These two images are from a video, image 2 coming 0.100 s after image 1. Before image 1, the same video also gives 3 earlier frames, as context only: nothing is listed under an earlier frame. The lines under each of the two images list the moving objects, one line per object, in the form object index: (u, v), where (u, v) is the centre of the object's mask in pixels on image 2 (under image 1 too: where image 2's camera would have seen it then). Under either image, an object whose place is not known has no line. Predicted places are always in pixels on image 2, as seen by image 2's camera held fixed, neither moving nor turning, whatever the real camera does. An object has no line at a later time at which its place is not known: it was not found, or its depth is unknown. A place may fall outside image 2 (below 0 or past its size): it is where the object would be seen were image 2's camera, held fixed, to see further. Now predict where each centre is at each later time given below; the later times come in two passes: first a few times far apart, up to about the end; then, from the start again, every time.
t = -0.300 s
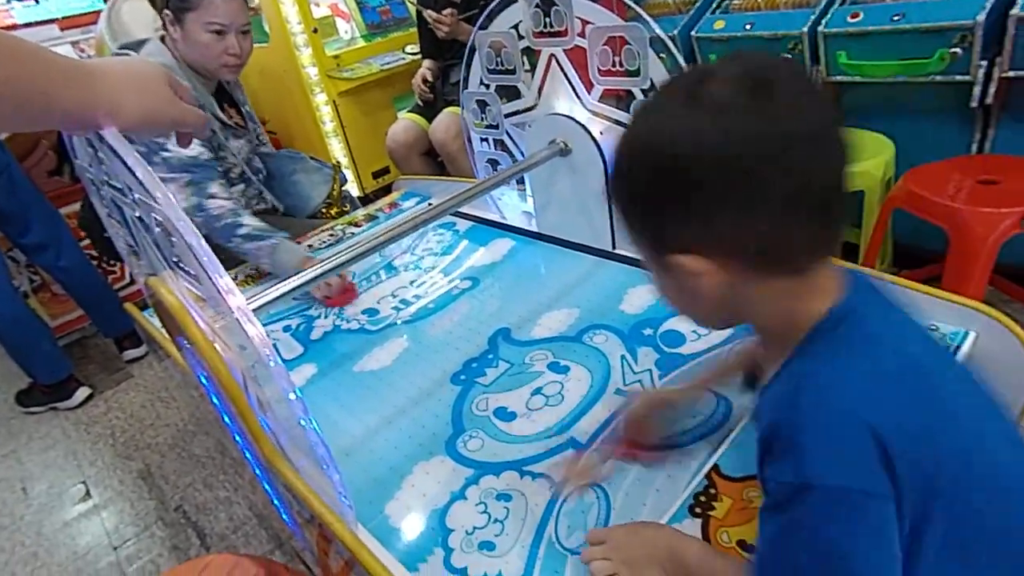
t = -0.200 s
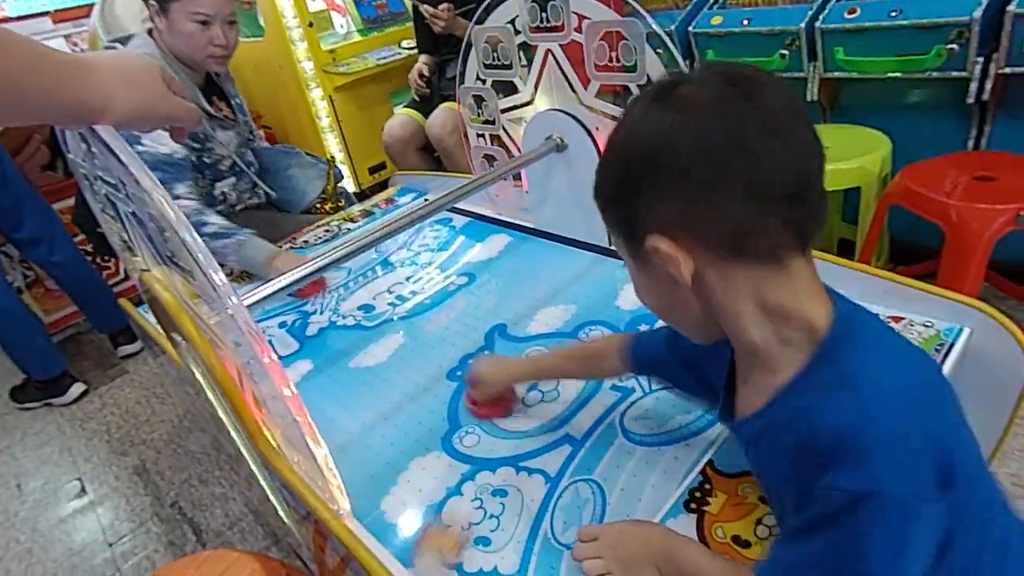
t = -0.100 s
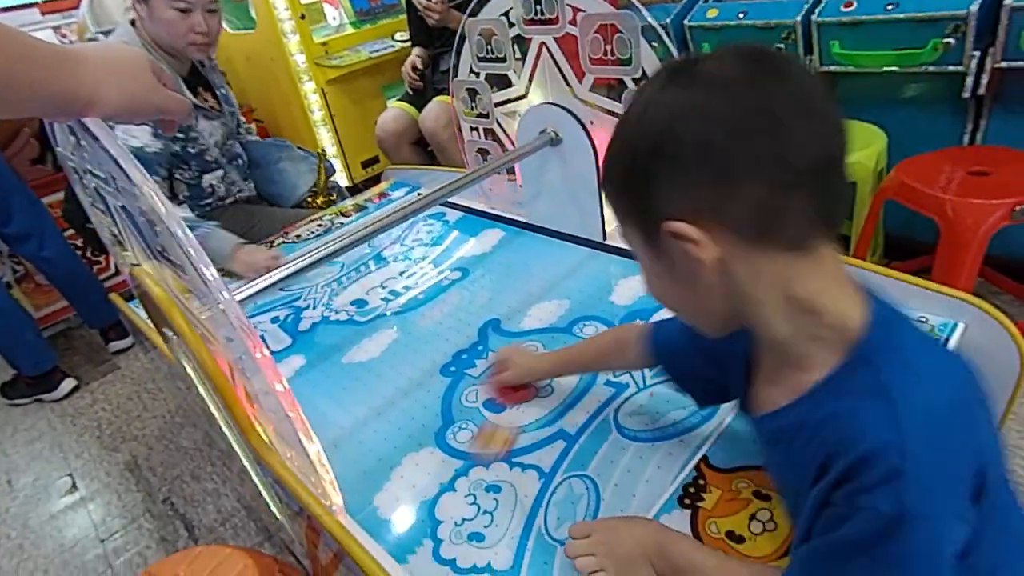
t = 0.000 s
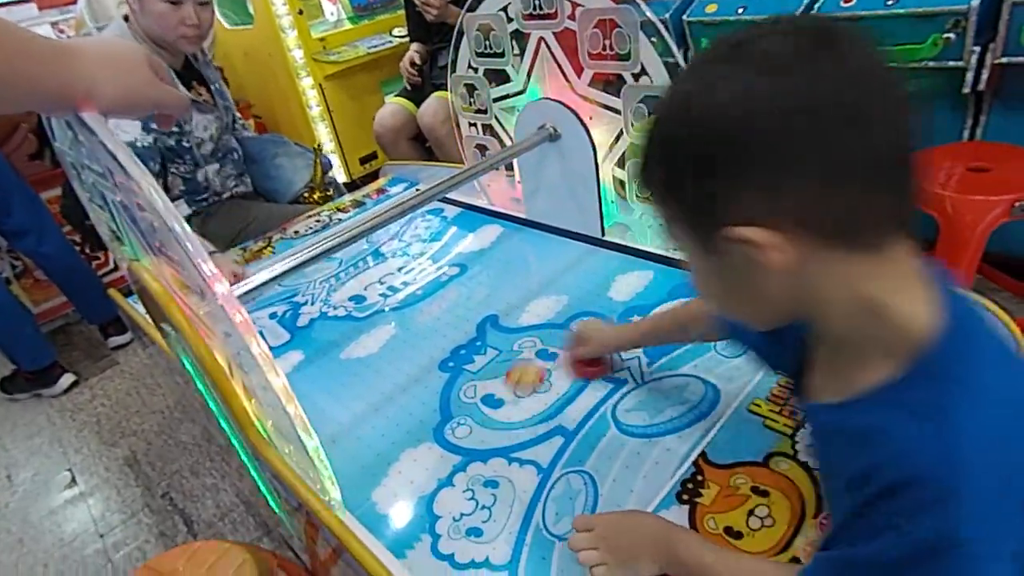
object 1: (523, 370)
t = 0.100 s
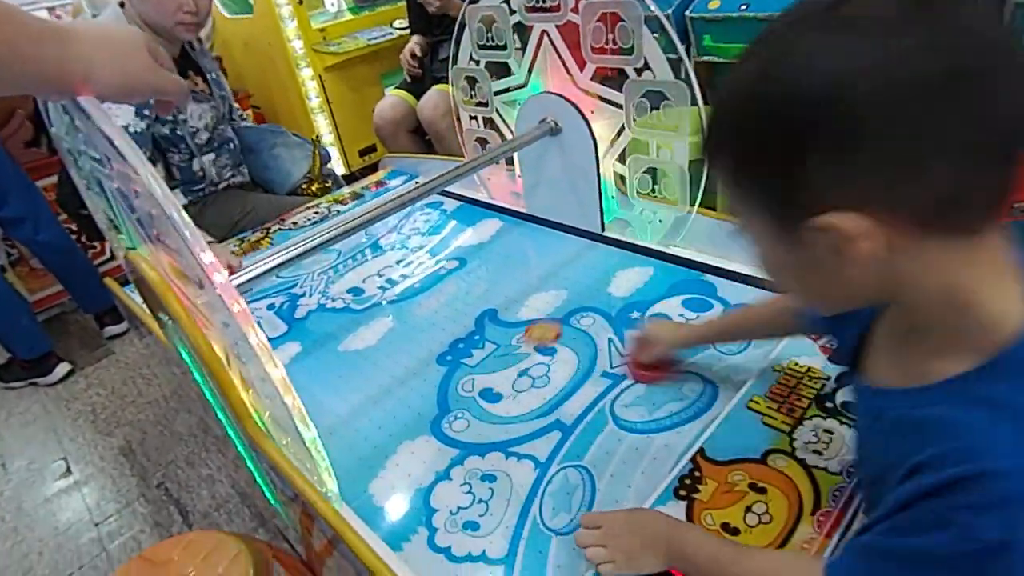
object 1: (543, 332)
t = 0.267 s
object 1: (569, 281)
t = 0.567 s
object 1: (543, 272)
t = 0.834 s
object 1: (467, 313)
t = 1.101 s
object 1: (383, 361)
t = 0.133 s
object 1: (548, 321)
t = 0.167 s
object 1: (554, 310)
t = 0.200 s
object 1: (559, 300)
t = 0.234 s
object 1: (564, 290)
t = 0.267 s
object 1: (569, 281)
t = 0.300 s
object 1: (573, 273)
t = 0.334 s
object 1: (577, 264)
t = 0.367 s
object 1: (581, 256)
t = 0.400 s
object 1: (584, 250)
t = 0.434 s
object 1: (576, 254)
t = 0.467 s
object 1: (568, 258)
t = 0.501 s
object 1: (560, 262)
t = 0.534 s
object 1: (551, 267)
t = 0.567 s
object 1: (543, 272)
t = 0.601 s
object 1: (534, 277)
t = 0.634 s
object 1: (525, 282)
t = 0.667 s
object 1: (515, 287)
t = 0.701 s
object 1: (506, 292)
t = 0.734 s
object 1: (496, 297)
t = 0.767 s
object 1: (487, 302)
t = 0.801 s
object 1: (478, 308)
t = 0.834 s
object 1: (467, 313)
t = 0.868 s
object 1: (457, 319)
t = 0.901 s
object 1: (447, 325)
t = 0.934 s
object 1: (437, 330)
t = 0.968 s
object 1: (427, 336)
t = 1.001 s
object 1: (416, 342)
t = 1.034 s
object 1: (405, 348)
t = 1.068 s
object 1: (394, 355)
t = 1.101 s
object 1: (383, 361)
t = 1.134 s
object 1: (372, 368)
